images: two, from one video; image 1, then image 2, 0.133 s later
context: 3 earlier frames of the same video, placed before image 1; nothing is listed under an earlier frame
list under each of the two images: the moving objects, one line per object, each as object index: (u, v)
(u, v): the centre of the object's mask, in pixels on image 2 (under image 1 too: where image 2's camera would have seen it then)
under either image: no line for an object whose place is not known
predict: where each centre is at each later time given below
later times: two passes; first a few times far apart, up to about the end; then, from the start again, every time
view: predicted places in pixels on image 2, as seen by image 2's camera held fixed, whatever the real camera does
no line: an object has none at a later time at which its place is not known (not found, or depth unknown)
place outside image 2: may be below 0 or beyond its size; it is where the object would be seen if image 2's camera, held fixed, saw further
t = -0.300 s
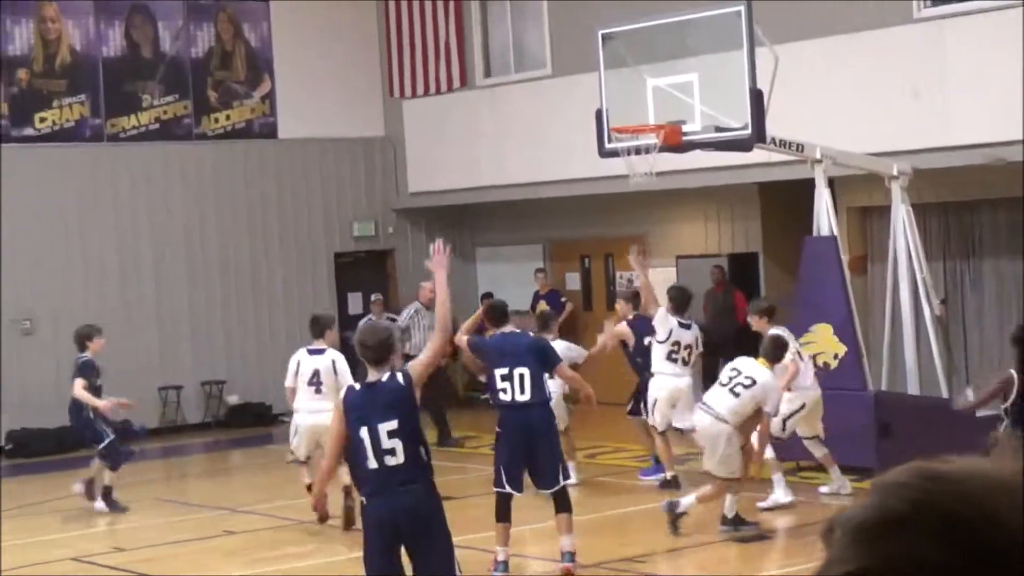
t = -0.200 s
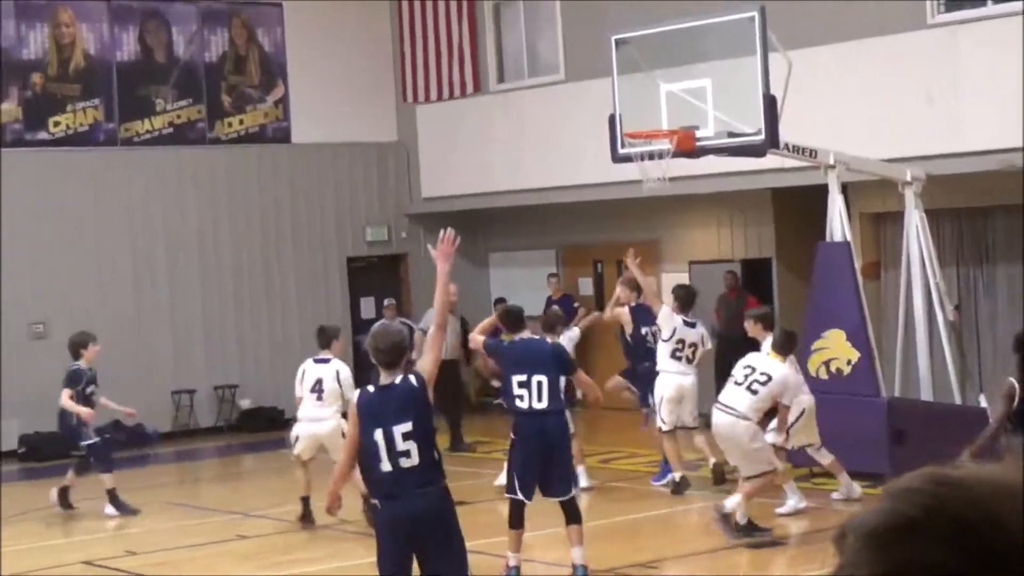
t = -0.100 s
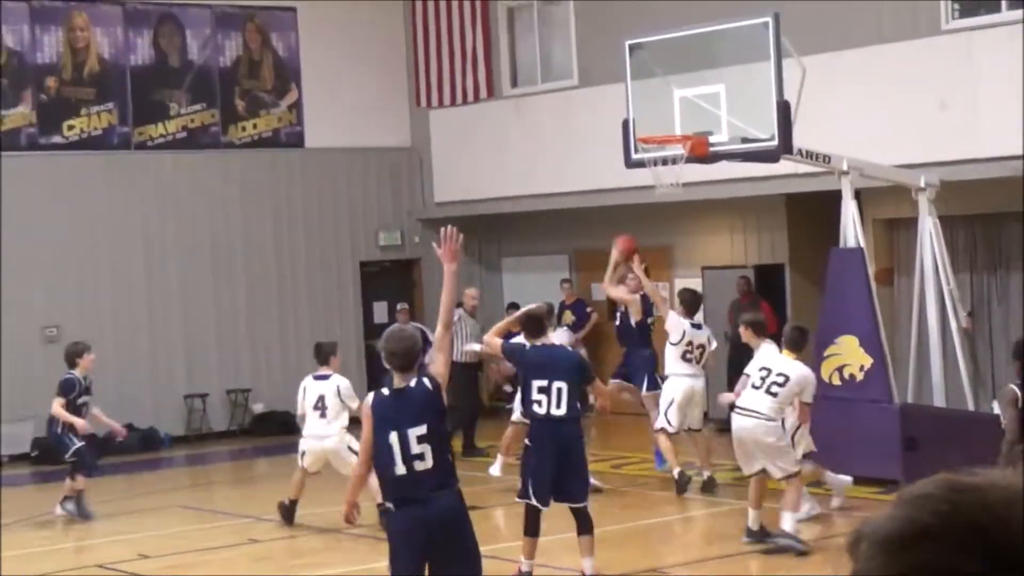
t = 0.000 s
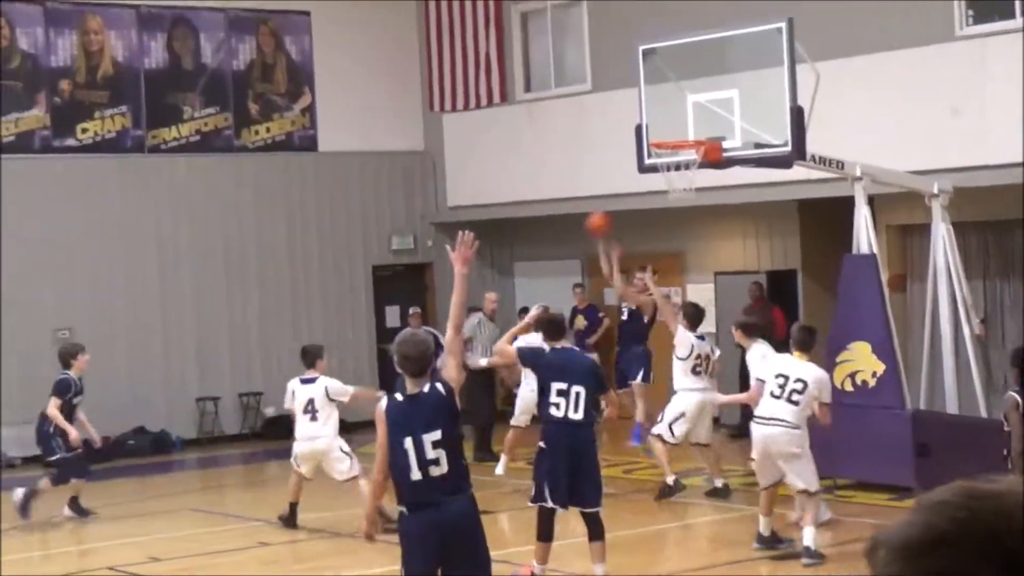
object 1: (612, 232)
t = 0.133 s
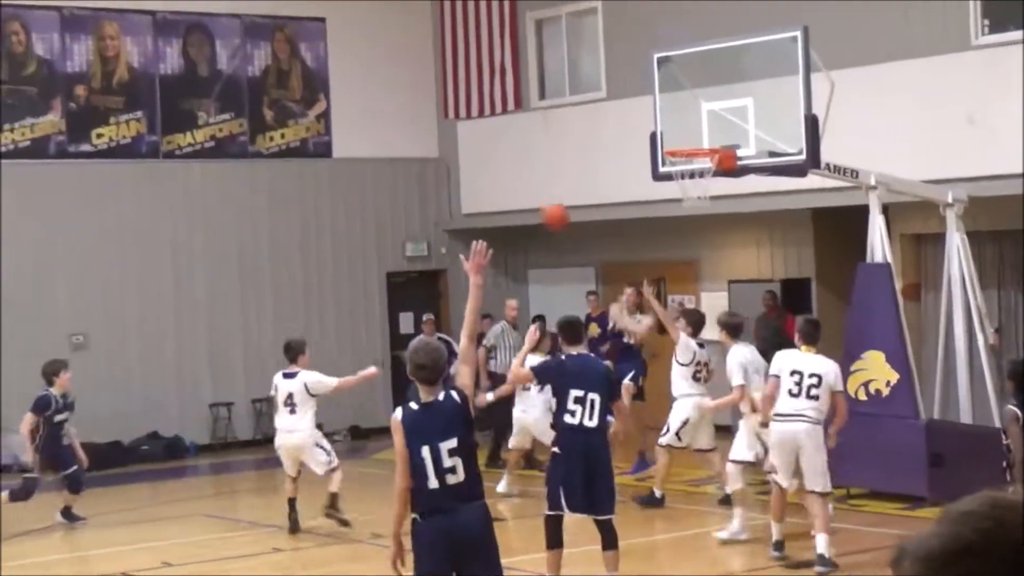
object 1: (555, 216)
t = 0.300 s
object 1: (477, 224)
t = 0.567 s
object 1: (338, 313)
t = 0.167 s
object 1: (540, 216)
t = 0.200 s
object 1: (525, 216)
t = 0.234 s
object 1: (510, 217)
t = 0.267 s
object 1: (493, 220)
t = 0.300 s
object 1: (477, 224)
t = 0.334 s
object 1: (462, 228)
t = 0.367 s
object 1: (445, 235)
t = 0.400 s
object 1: (429, 244)
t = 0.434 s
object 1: (412, 253)
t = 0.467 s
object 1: (393, 267)
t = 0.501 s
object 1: (376, 279)
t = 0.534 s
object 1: (356, 295)
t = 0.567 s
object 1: (338, 313)
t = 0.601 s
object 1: (318, 332)
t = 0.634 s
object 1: (301, 353)
